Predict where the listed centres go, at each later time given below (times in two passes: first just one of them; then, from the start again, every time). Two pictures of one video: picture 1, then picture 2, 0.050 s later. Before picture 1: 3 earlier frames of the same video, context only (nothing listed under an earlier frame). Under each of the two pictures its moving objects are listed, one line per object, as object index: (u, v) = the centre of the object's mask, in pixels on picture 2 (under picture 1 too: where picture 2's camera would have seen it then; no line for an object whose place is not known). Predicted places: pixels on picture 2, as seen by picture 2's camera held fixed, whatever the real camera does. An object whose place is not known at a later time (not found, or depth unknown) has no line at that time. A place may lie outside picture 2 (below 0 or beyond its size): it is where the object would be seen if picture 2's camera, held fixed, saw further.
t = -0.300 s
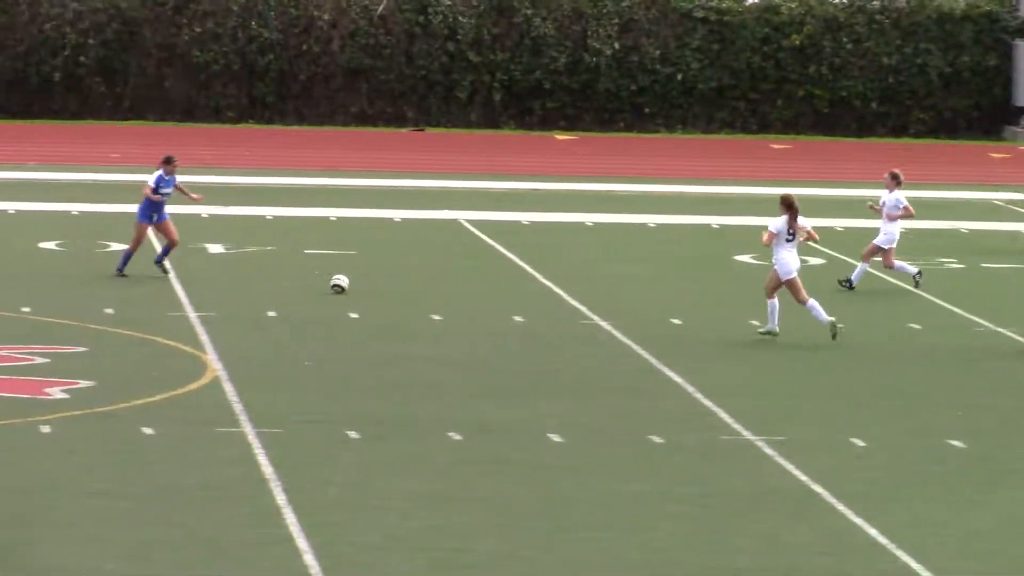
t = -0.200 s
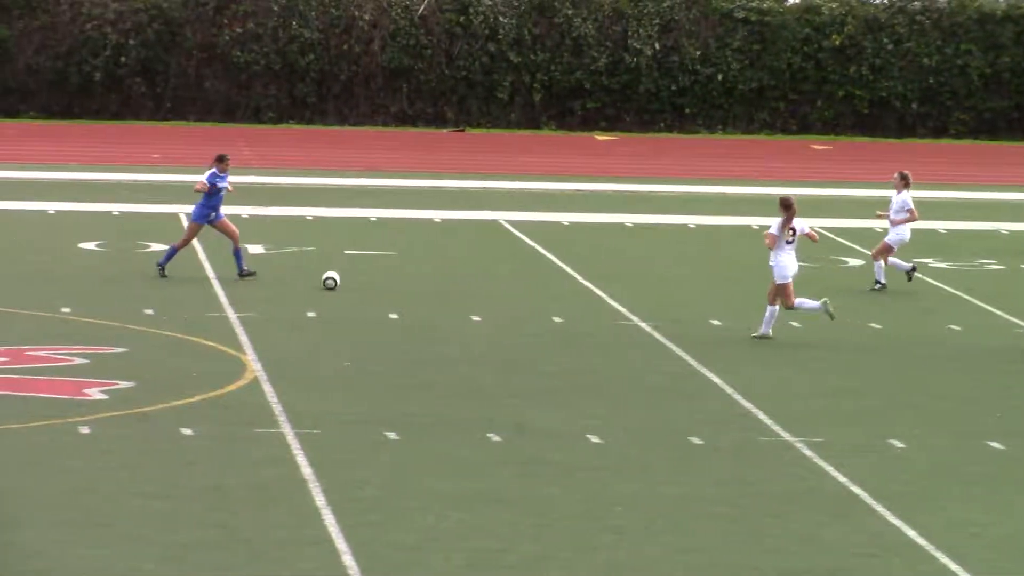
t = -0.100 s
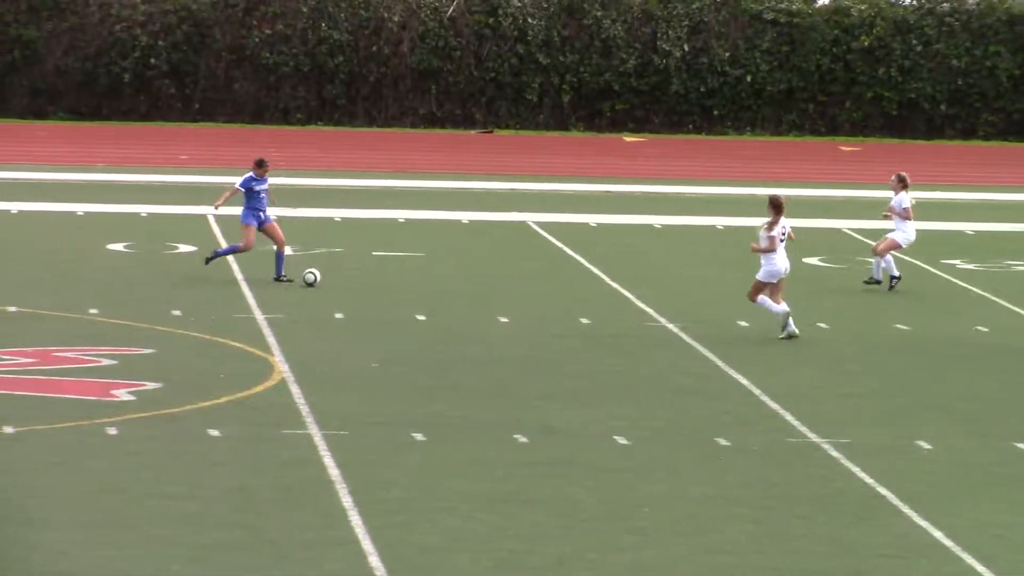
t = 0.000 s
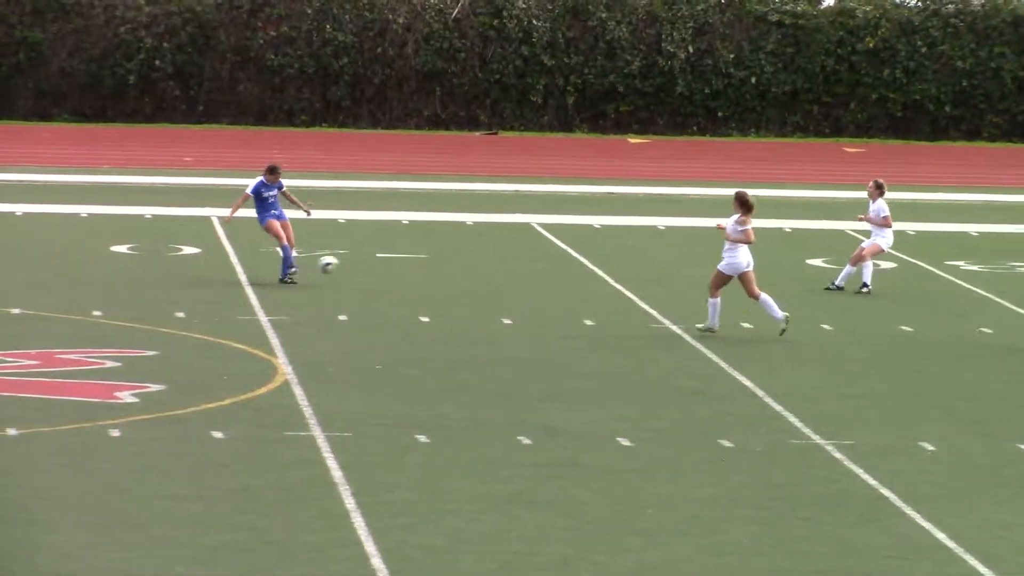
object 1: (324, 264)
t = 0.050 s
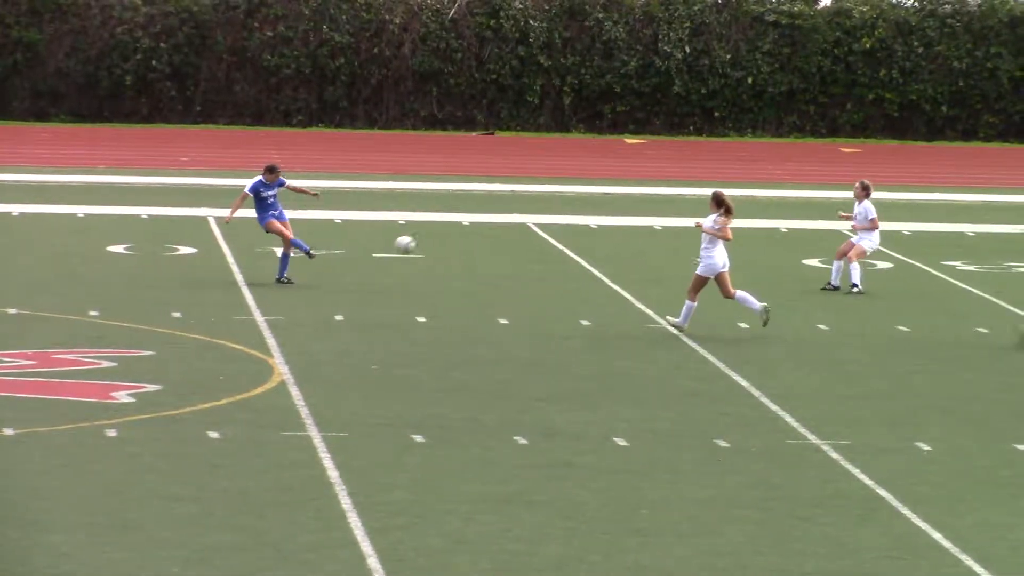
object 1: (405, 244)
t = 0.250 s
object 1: (718, 176)
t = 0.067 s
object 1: (432, 238)
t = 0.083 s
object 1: (457, 231)
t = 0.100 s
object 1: (483, 229)
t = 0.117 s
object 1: (509, 219)
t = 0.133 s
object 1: (536, 214)
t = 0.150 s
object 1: (563, 208)
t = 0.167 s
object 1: (589, 202)
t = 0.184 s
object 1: (615, 198)
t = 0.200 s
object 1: (640, 191)
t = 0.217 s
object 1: (666, 186)
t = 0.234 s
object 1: (692, 181)
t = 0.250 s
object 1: (718, 176)
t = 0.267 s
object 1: (744, 172)
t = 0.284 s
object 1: (769, 168)
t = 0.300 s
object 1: (794, 164)
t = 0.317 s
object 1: (820, 160)
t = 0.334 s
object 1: (845, 155)
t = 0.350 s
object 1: (870, 152)
